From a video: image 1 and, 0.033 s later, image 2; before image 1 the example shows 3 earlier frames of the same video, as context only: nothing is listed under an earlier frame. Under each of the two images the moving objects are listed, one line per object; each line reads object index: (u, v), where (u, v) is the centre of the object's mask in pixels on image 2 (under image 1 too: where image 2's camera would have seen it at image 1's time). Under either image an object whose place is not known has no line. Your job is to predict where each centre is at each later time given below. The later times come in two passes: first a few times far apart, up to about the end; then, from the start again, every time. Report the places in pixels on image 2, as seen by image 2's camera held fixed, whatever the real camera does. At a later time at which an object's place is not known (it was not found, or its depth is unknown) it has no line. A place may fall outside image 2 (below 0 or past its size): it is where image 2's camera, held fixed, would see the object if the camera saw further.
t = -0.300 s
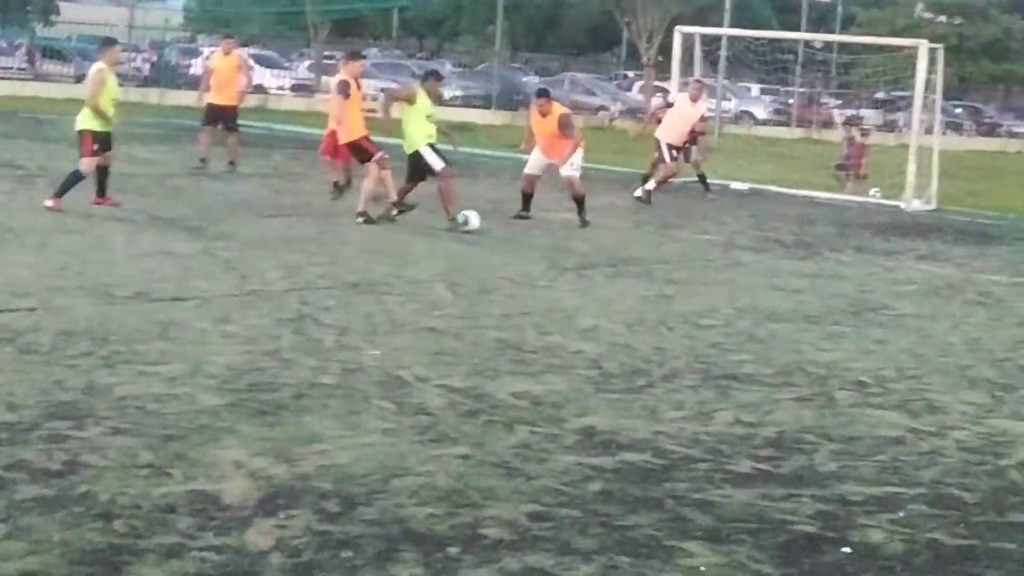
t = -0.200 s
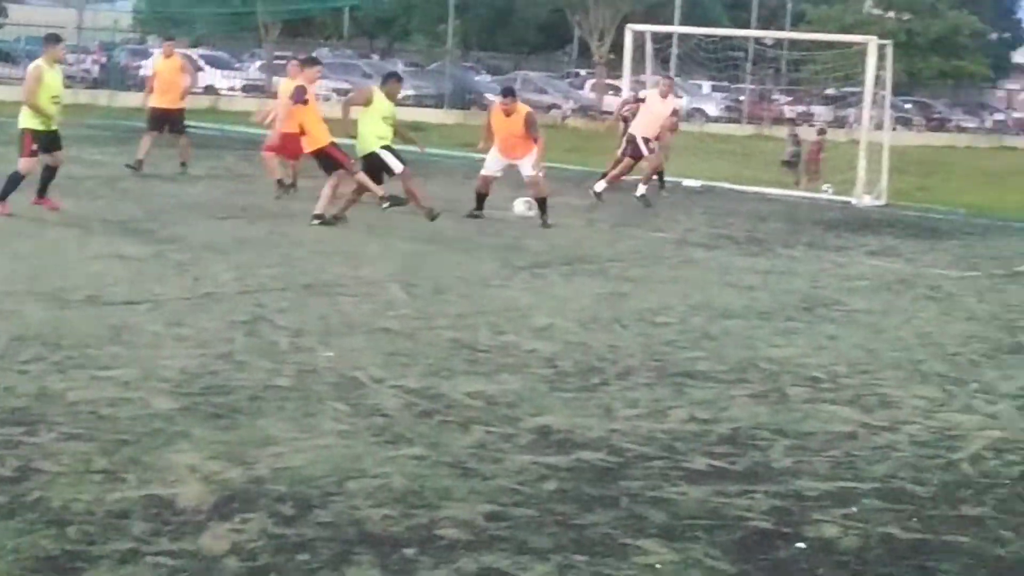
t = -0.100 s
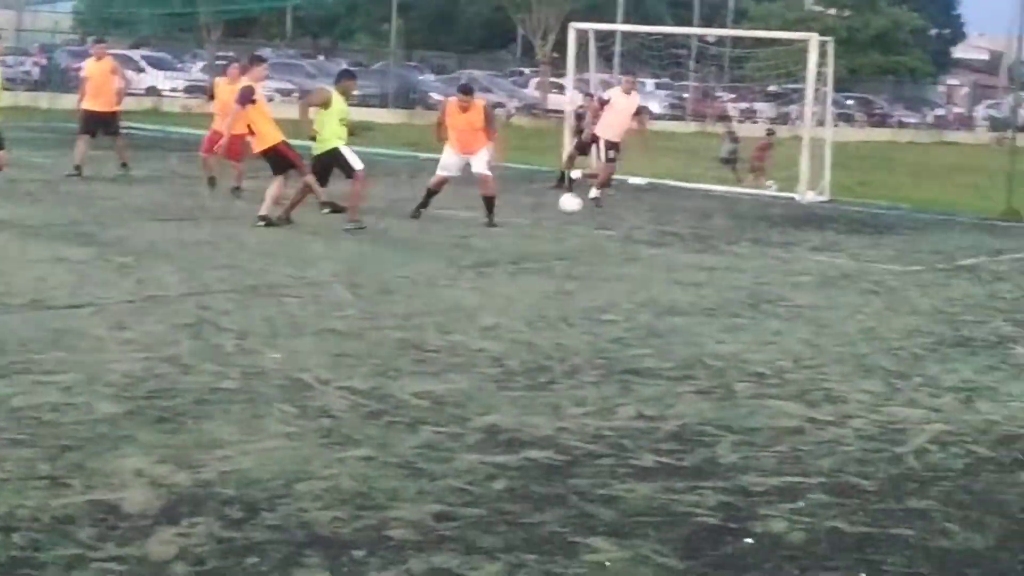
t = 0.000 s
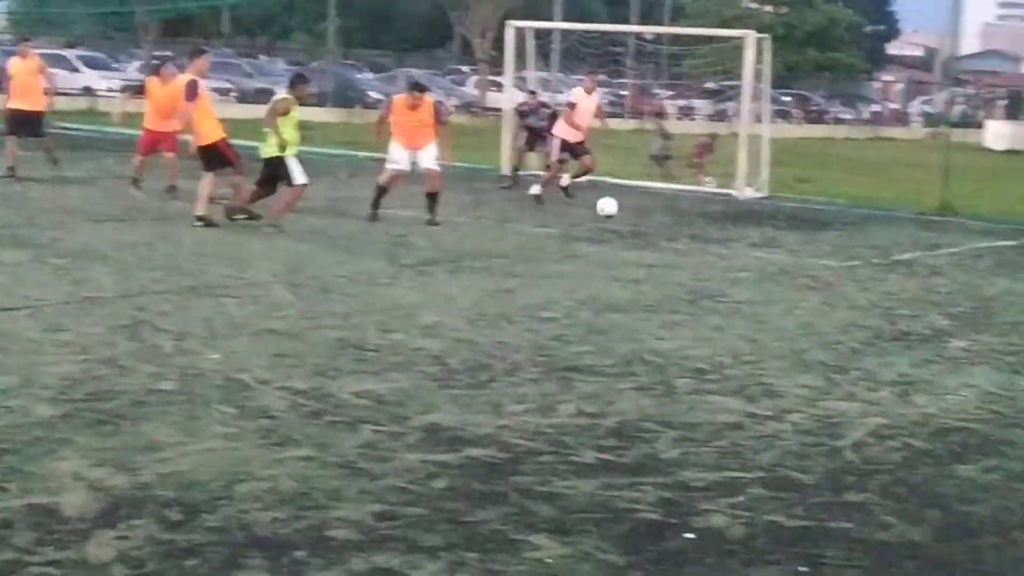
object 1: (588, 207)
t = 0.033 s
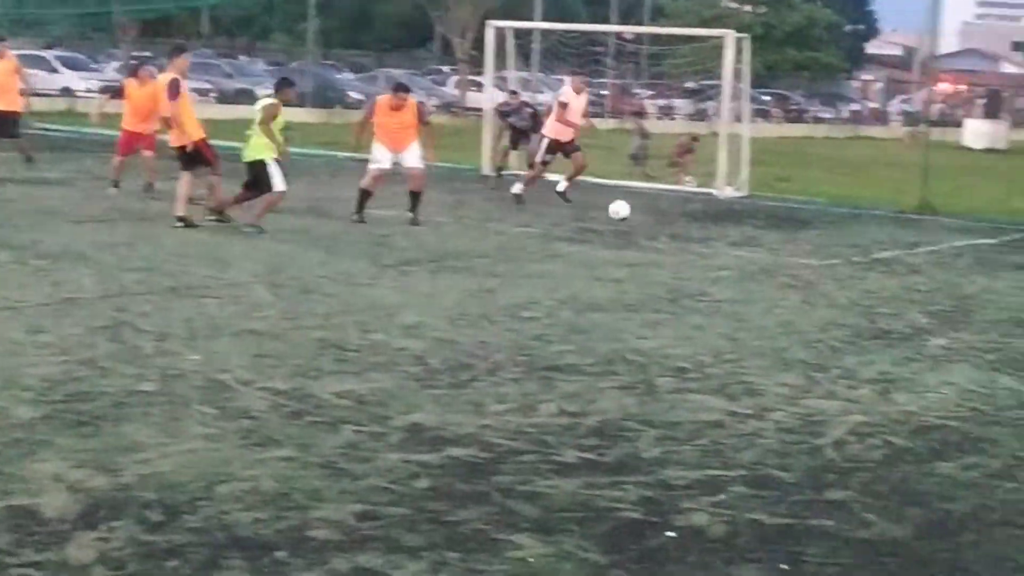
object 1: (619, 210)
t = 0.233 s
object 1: (792, 239)
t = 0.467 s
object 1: (943, 246)
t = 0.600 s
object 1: (1016, 251)
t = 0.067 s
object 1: (650, 215)
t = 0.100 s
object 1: (681, 220)
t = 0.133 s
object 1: (712, 227)
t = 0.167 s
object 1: (742, 235)
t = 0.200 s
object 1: (769, 241)
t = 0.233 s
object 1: (792, 239)
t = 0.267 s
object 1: (815, 238)
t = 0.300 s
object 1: (838, 239)
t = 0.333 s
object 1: (860, 241)
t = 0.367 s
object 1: (883, 242)
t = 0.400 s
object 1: (905, 246)
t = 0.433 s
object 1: (925, 247)
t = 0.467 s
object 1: (943, 246)
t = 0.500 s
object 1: (962, 246)
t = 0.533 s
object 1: (980, 247)
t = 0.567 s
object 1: (998, 249)
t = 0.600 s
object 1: (1016, 251)
